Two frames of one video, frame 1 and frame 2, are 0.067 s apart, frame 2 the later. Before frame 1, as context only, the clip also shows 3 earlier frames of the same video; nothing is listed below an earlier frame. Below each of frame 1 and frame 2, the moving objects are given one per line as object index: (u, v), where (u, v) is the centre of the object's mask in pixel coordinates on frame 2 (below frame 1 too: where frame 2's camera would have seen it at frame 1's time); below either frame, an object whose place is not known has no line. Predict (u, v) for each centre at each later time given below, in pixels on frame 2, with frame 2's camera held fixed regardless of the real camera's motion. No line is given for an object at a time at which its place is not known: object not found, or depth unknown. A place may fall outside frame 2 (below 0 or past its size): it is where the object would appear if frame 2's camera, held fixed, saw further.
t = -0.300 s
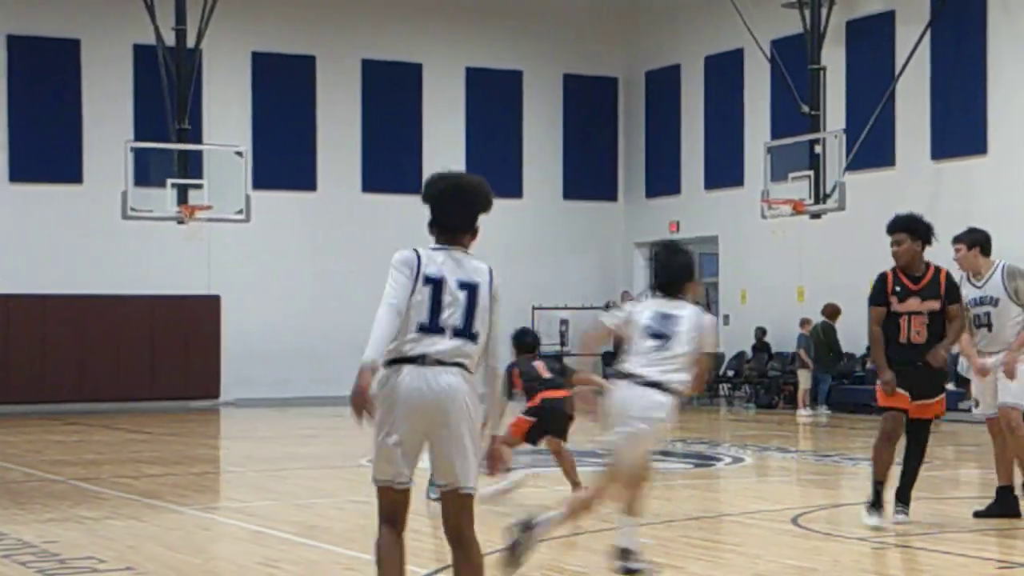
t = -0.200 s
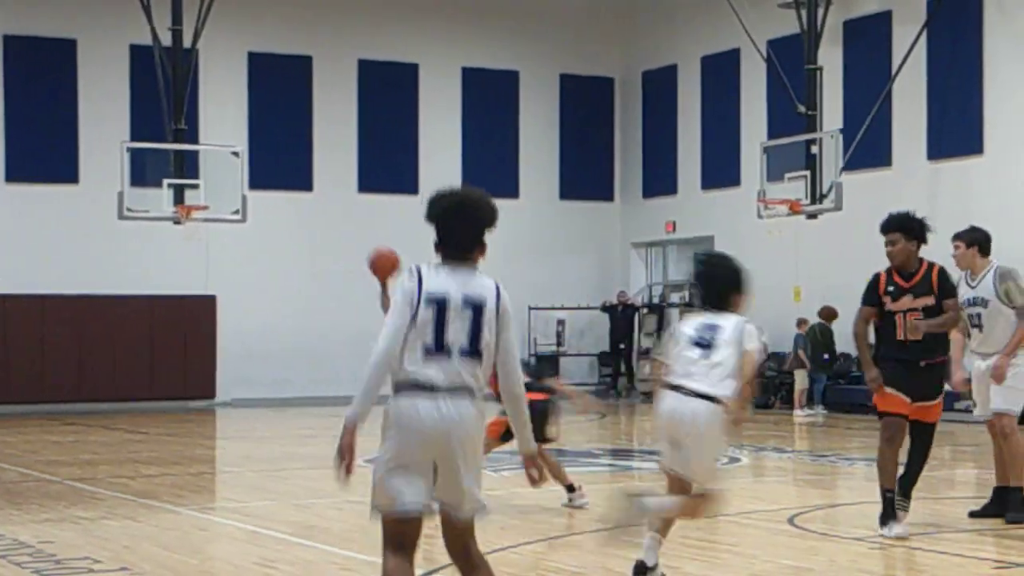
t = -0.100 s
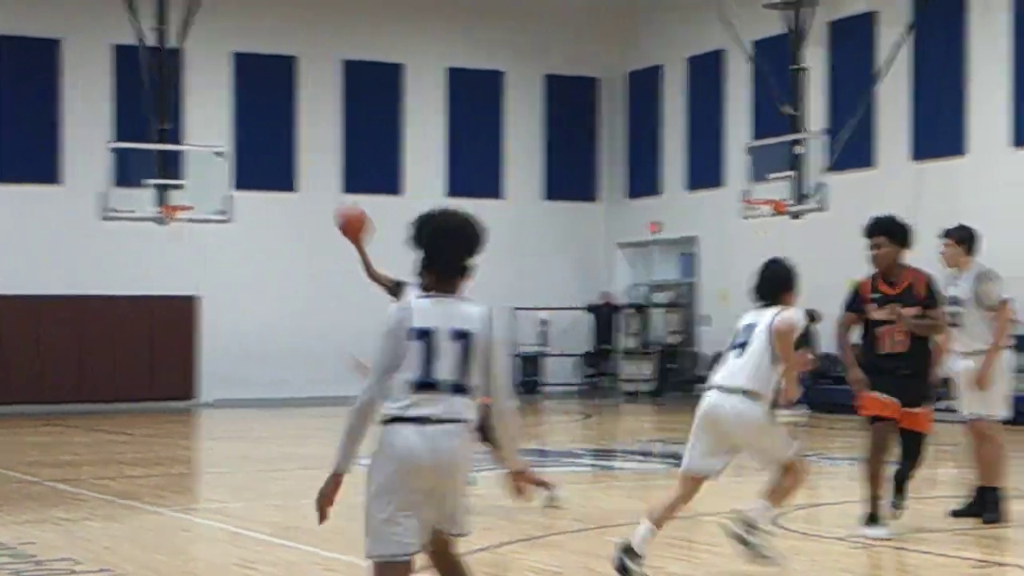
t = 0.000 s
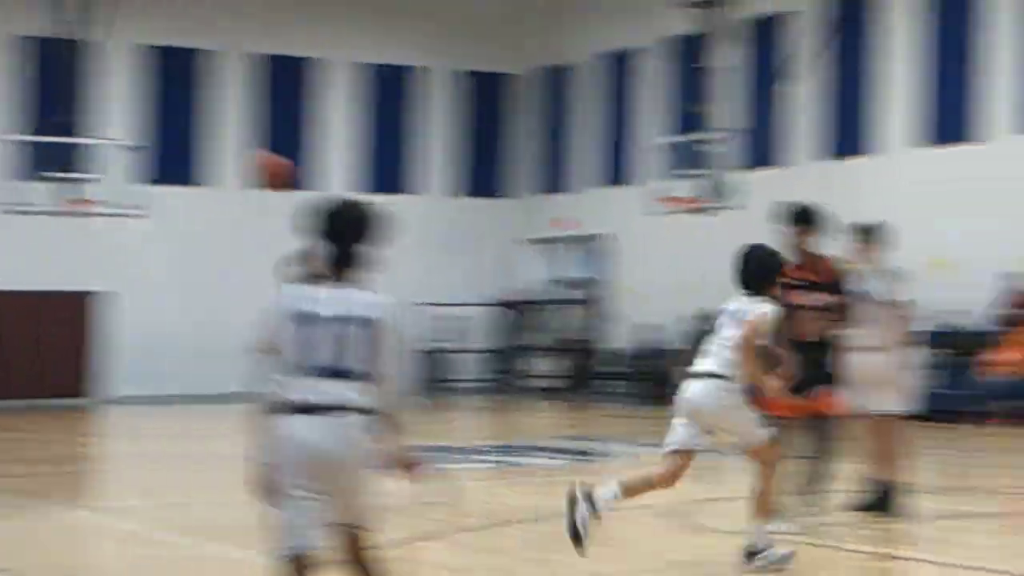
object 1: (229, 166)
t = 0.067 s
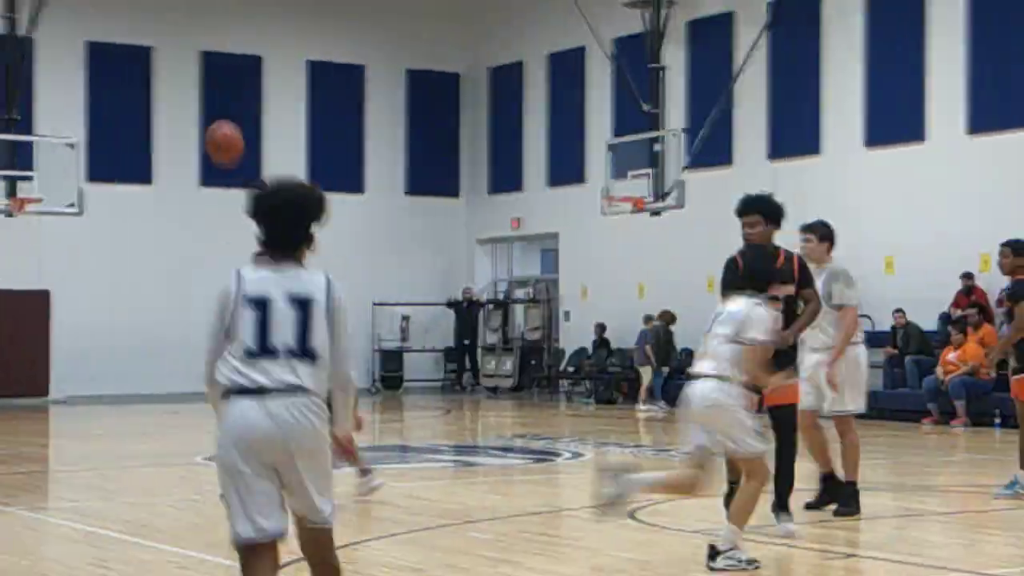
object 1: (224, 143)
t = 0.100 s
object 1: (224, 131)
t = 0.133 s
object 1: (228, 121)
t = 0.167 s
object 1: (231, 112)
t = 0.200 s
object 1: (234, 105)
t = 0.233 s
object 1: (236, 99)
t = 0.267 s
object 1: (238, 95)
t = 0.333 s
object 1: (250, 93)
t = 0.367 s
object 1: (254, 95)
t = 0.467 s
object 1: (263, 106)
